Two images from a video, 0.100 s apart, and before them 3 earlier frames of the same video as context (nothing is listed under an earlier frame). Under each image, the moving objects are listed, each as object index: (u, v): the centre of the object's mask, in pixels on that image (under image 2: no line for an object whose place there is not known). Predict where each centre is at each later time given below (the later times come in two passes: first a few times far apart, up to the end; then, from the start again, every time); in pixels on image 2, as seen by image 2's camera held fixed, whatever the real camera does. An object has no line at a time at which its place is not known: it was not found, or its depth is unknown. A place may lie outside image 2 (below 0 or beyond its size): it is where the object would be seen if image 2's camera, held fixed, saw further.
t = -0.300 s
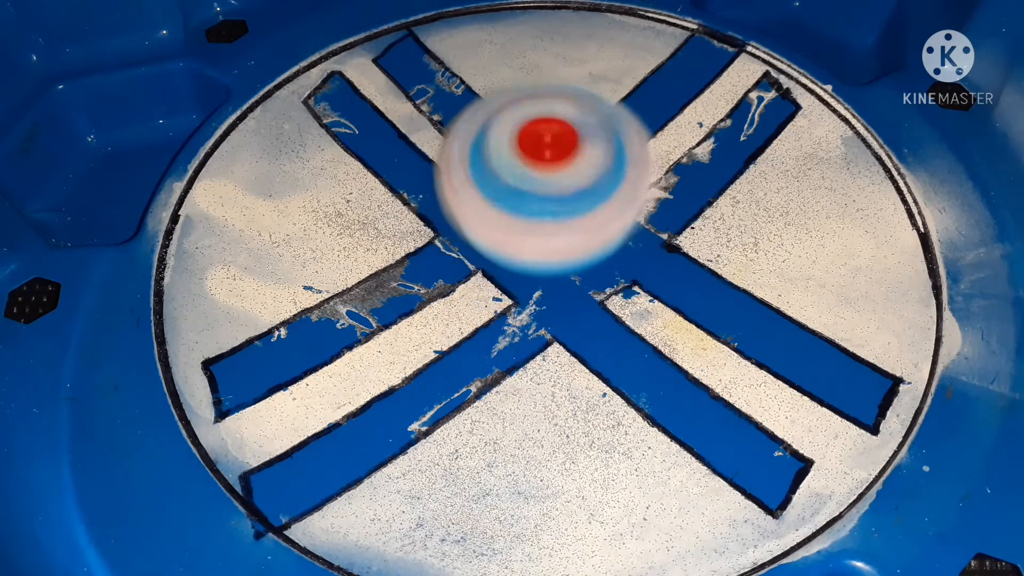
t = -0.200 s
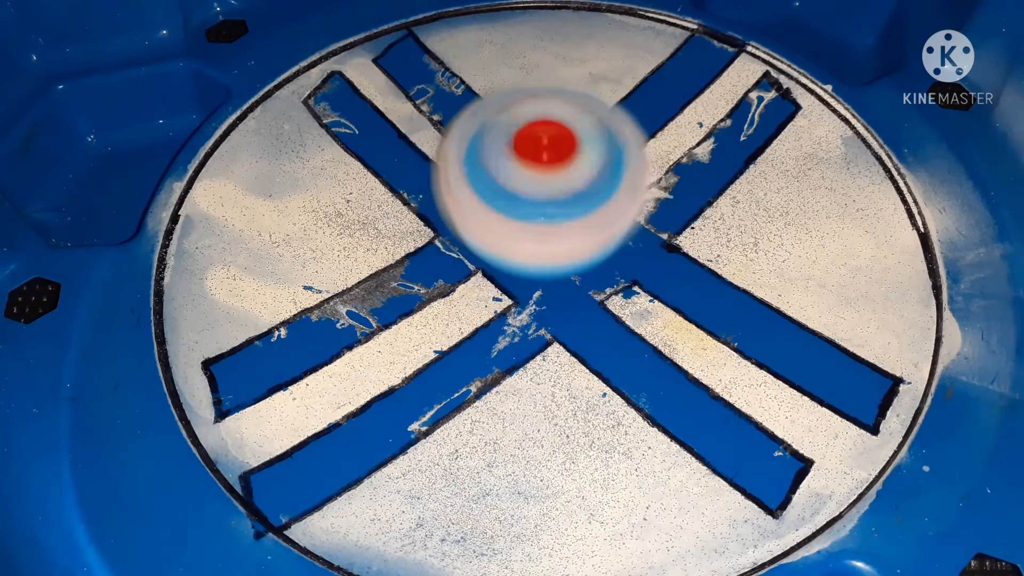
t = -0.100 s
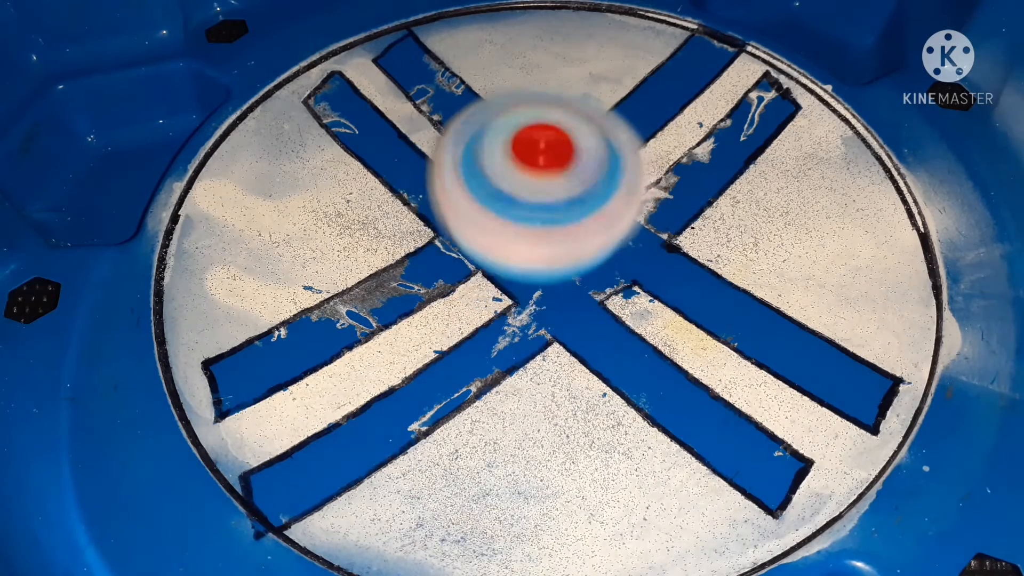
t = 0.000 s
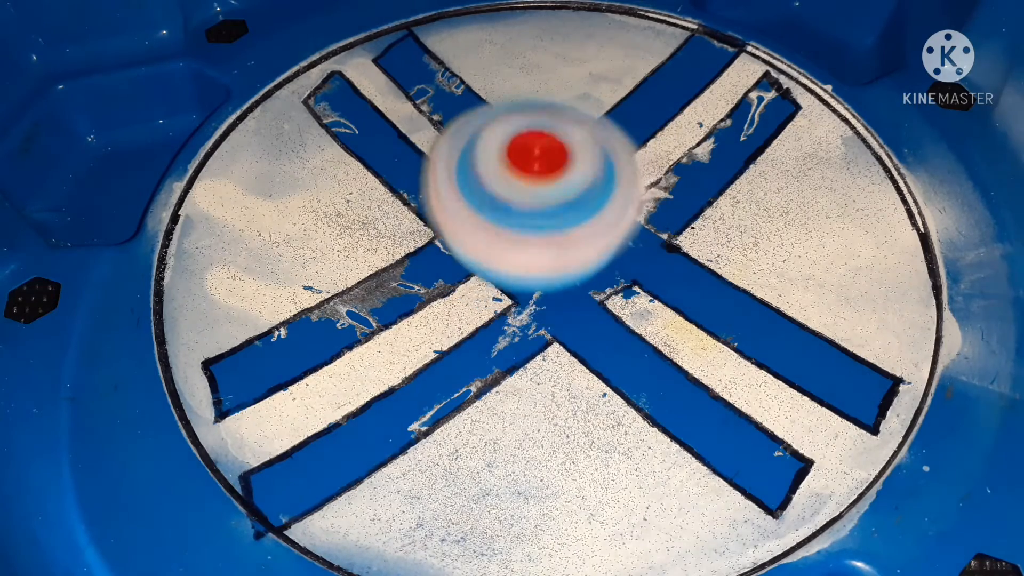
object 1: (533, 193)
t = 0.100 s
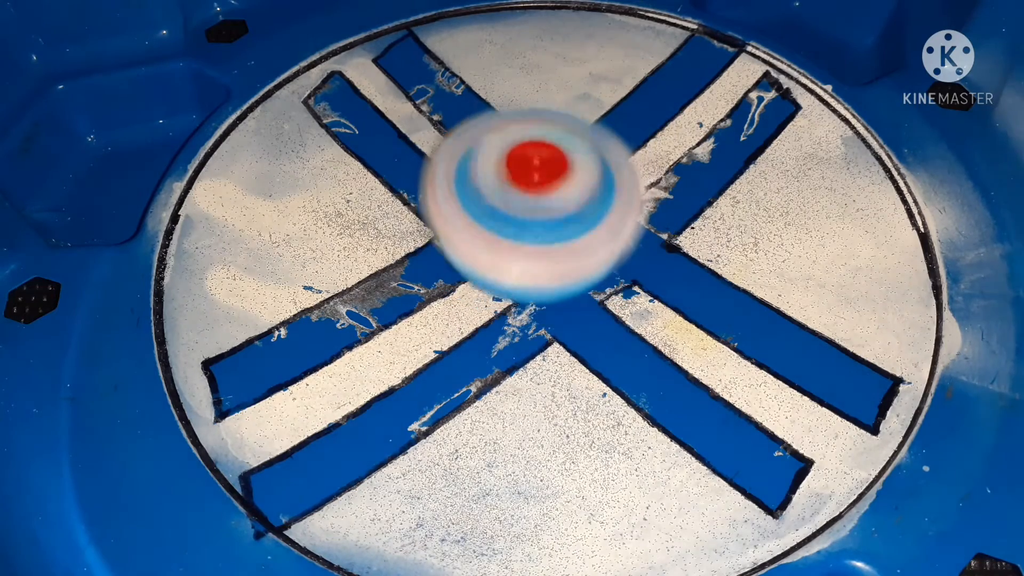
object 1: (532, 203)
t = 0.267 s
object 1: (541, 219)
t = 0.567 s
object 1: (556, 229)
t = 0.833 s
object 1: (552, 211)
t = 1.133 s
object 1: (542, 181)
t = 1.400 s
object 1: (532, 182)
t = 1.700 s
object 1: (539, 203)
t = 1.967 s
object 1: (559, 228)
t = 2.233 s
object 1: (555, 224)
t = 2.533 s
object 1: (538, 195)
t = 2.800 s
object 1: (524, 182)
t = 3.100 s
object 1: (533, 191)
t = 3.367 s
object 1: (564, 205)
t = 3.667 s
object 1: (582, 206)
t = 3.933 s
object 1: (562, 198)
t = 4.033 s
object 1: (550, 197)
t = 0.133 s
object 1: (533, 207)
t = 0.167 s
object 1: (534, 209)
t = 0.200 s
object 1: (536, 213)
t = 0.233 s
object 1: (539, 216)
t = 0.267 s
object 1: (541, 219)
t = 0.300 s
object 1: (544, 223)
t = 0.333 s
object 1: (548, 225)
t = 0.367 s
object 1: (551, 227)
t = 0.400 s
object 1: (553, 228)
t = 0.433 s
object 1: (554, 230)
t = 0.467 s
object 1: (556, 231)
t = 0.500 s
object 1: (556, 231)
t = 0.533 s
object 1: (557, 230)
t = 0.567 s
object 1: (556, 229)
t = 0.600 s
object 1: (555, 228)
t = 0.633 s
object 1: (554, 227)
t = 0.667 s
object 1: (553, 224)
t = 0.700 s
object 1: (552, 223)
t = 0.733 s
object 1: (552, 221)
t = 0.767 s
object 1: (552, 218)
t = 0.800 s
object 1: (553, 214)
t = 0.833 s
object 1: (552, 211)
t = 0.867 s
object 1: (552, 208)
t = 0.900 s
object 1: (551, 204)
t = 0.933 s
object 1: (551, 199)
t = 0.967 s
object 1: (550, 195)
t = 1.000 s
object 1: (549, 191)
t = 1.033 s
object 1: (548, 188)
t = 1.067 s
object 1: (546, 185)
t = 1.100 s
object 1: (543, 183)
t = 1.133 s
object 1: (542, 181)
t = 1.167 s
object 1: (540, 180)
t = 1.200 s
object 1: (539, 179)
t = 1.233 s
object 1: (537, 179)
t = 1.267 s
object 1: (535, 179)
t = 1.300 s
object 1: (534, 179)
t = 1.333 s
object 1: (534, 180)
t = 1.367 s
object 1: (532, 181)
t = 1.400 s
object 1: (532, 182)
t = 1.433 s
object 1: (532, 183)
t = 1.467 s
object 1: (533, 185)
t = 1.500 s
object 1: (533, 187)
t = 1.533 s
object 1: (534, 189)
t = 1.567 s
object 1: (535, 191)
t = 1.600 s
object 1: (534, 194)
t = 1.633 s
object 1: (535, 196)
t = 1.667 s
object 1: (537, 200)
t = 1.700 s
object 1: (539, 203)
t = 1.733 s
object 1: (542, 208)
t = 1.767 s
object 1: (545, 211)
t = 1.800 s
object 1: (548, 215)
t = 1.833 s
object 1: (550, 218)
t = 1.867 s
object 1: (553, 222)
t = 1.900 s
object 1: (557, 224)
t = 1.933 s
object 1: (559, 225)
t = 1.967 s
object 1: (559, 228)
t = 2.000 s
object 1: (560, 229)
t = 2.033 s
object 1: (561, 229)
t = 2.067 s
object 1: (561, 230)
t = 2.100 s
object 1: (560, 229)
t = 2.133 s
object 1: (560, 228)
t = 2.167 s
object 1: (559, 227)
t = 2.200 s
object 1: (557, 226)
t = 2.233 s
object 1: (555, 224)
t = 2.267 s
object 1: (553, 223)
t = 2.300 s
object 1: (550, 221)
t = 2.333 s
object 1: (549, 218)
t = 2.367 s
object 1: (548, 214)
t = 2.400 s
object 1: (546, 210)
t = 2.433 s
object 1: (545, 206)
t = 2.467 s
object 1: (543, 203)
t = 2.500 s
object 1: (540, 199)
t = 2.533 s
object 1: (538, 195)
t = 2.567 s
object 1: (537, 192)
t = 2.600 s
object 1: (534, 189)
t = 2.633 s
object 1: (532, 187)
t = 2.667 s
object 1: (530, 184)
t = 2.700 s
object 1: (528, 183)
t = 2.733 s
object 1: (527, 183)
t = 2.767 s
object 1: (525, 182)
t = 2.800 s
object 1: (524, 182)
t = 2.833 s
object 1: (523, 182)
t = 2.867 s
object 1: (522, 183)
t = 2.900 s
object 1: (523, 183)
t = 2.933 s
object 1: (523, 184)
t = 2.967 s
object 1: (524, 185)
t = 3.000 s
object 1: (526, 186)
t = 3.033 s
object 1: (528, 188)
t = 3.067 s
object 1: (530, 189)
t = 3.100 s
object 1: (533, 191)
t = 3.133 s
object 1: (534, 193)
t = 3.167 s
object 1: (537, 195)
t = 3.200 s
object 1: (542, 196)
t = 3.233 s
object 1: (546, 199)
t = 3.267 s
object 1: (551, 200)
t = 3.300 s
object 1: (555, 202)
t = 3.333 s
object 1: (560, 204)
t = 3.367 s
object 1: (564, 205)
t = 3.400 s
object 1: (568, 206)
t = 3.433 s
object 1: (571, 208)
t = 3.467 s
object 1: (574, 209)
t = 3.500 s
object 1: (576, 210)
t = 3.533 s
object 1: (577, 211)
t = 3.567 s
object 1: (579, 211)
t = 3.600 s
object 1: (579, 211)
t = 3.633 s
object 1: (580, 209)
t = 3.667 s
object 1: (582, 206)
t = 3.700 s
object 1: (580, 205)
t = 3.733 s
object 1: (578, 203)
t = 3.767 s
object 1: (576, 202)
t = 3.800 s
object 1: (573, 202)
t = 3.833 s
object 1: (571, 202)
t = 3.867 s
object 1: (569, 200)
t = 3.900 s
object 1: (565, 199)
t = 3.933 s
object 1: (562, 198)
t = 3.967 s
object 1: (557, 198)
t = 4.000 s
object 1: (553, 197)
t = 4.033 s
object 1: (550, 197)
